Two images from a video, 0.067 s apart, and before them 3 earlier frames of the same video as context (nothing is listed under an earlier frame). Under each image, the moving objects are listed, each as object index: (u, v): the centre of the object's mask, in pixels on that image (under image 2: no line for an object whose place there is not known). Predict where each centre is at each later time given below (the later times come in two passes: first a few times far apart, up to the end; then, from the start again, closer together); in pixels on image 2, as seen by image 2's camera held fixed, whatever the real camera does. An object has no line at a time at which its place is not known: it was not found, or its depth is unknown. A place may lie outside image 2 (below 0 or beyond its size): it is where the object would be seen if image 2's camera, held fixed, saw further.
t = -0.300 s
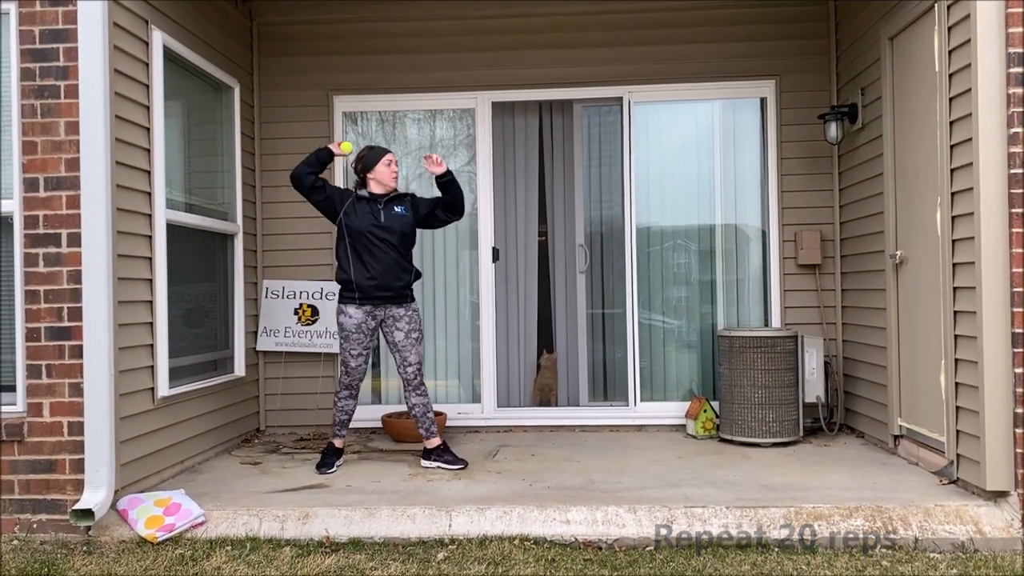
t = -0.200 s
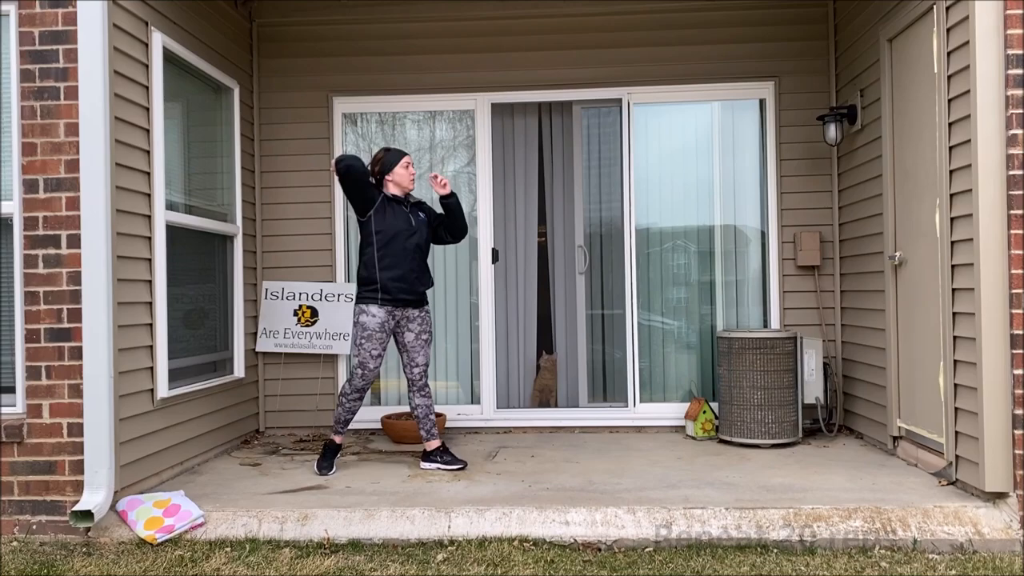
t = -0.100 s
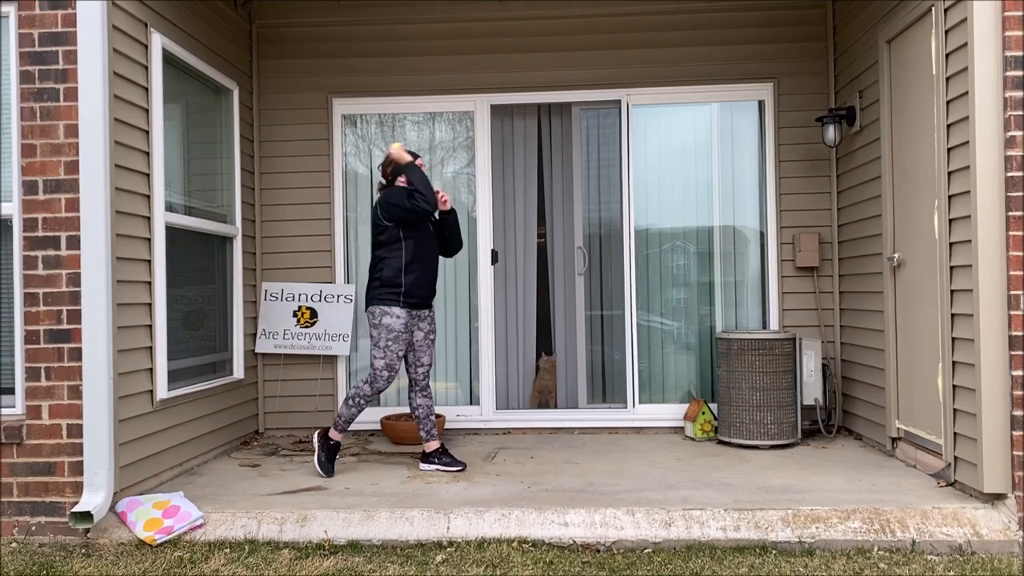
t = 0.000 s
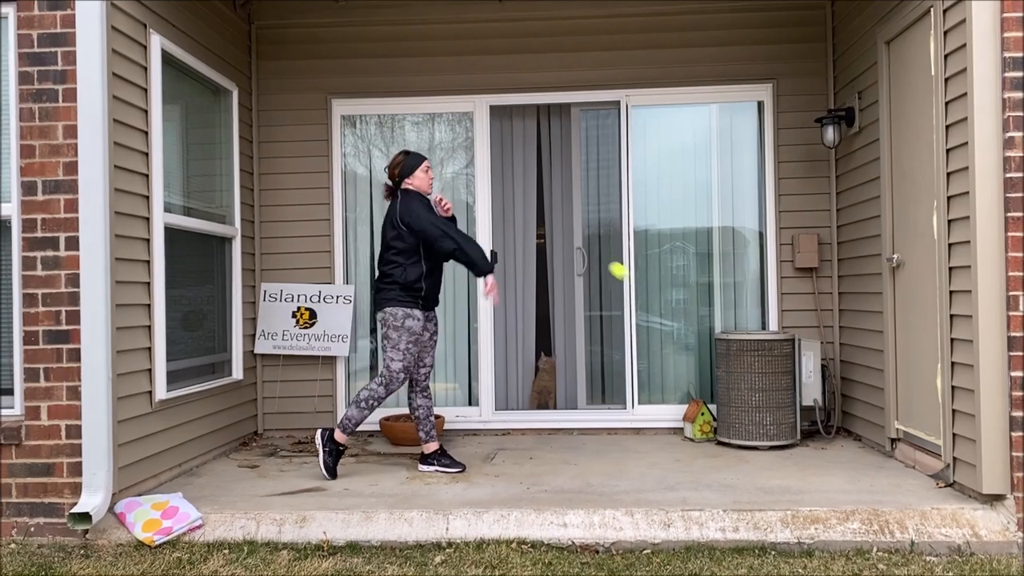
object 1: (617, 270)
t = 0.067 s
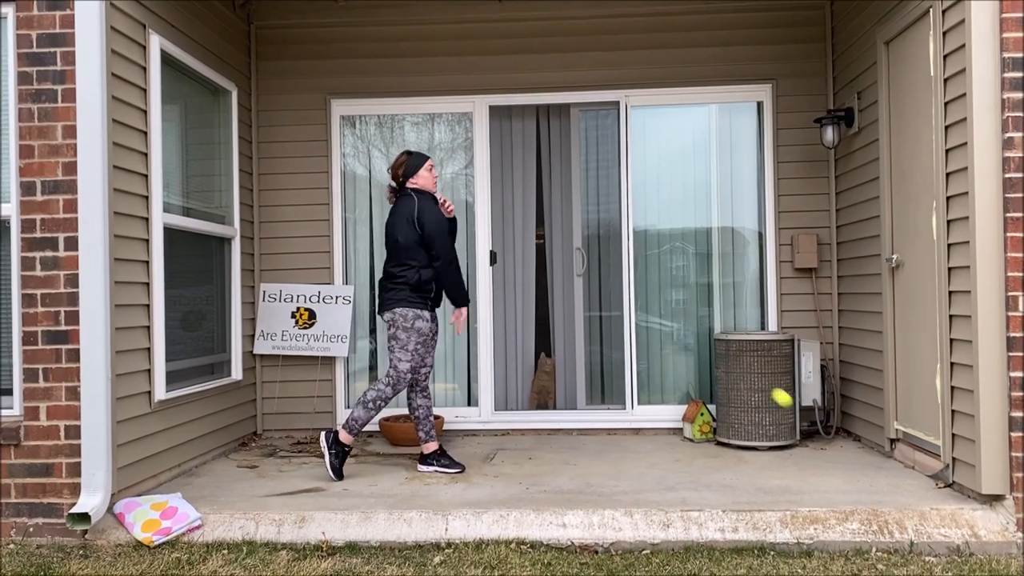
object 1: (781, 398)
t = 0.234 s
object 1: (856, 305)
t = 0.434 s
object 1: (709, 125)
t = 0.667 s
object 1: (556, 22)
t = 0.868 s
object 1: (433, 20)
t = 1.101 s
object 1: (297, 111)
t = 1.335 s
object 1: (176, 300)
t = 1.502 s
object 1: (224, 457)
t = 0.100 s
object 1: (862, 464)
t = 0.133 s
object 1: (900, 432)
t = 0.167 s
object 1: (908, 385)
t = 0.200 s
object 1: (881, 344)
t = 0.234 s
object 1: (856, 305)
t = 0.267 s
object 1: (830, 268)
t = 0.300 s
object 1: (805, 235)
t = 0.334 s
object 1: (781, 204)
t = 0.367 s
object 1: (757, 175)
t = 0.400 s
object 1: (733, 149)
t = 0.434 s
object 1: (709, 125)
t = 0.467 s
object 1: (687, 103)
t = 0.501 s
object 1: (664, 83)
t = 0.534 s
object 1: (642, 68)
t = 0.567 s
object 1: (620, 53)
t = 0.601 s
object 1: (598, 40)
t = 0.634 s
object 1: (577, 30)
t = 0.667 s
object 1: (556, 22)
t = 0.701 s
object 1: (535, 16)
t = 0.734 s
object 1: (514, 13)
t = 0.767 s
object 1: (493, 11)
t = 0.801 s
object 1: (473, 12)
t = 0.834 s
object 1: (453, 15)
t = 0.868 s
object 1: (433, 20)
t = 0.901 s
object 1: (412, 26)
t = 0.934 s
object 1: (393, 36)
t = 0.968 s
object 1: (373, 47)
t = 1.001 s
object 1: (354, 60)
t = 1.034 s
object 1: (335, 75)
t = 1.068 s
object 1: (316, 92)
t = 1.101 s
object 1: (297, 111)
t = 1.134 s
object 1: (278, 132)
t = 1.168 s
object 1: (260, 155)
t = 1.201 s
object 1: (242, 179)
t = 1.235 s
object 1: (222, 207)
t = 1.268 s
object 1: (203, 236)
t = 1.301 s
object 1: (185, 266)
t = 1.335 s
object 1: (176, 300)
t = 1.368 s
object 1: (185, 335)
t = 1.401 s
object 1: (194, 372)
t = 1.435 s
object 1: (204, 411)
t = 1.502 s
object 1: (224, 457)
